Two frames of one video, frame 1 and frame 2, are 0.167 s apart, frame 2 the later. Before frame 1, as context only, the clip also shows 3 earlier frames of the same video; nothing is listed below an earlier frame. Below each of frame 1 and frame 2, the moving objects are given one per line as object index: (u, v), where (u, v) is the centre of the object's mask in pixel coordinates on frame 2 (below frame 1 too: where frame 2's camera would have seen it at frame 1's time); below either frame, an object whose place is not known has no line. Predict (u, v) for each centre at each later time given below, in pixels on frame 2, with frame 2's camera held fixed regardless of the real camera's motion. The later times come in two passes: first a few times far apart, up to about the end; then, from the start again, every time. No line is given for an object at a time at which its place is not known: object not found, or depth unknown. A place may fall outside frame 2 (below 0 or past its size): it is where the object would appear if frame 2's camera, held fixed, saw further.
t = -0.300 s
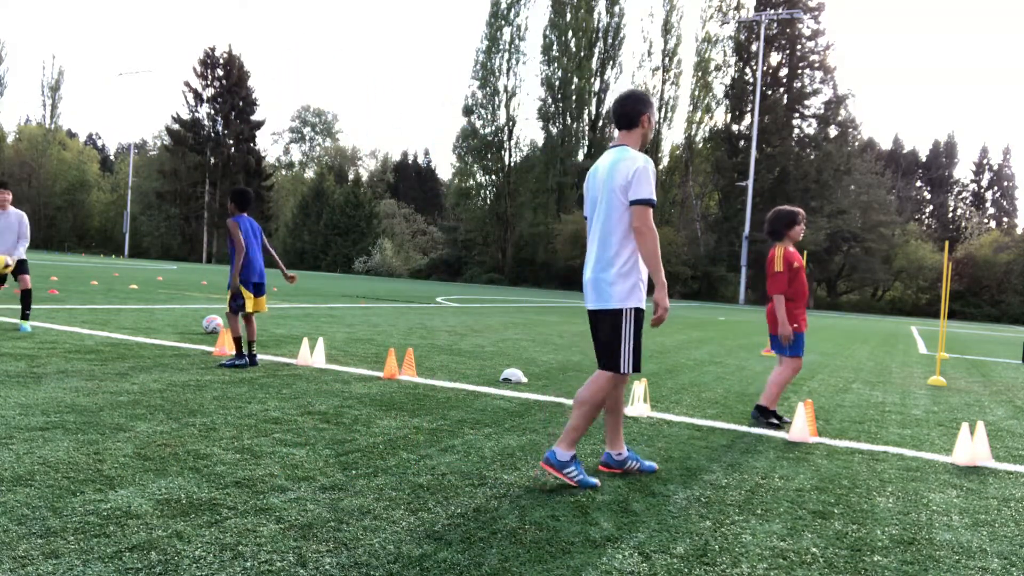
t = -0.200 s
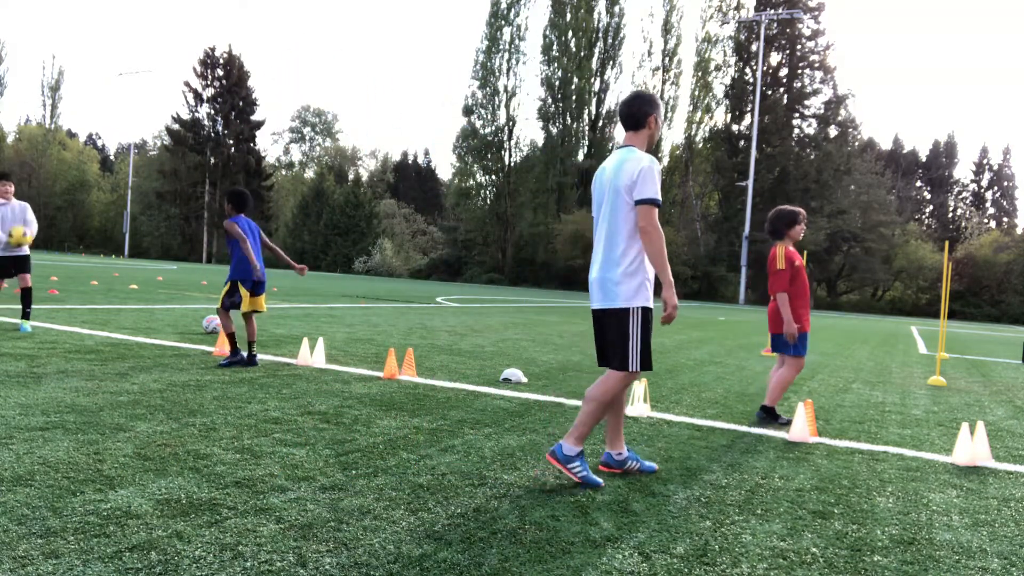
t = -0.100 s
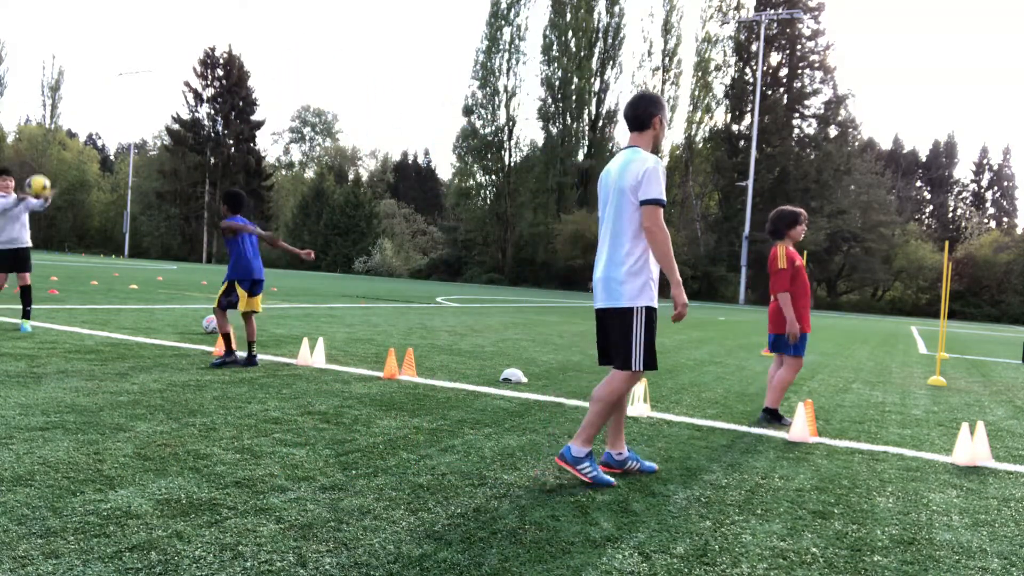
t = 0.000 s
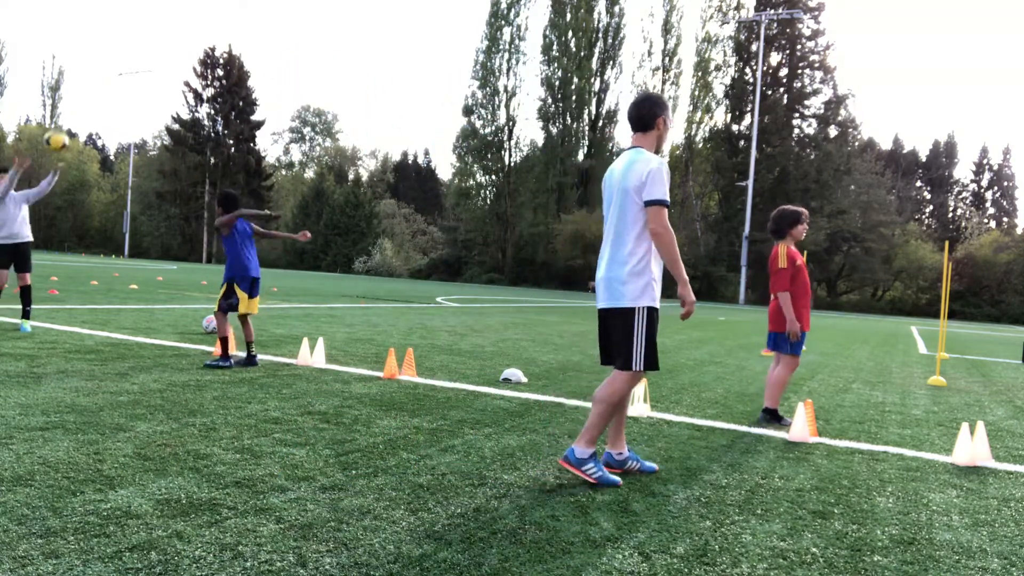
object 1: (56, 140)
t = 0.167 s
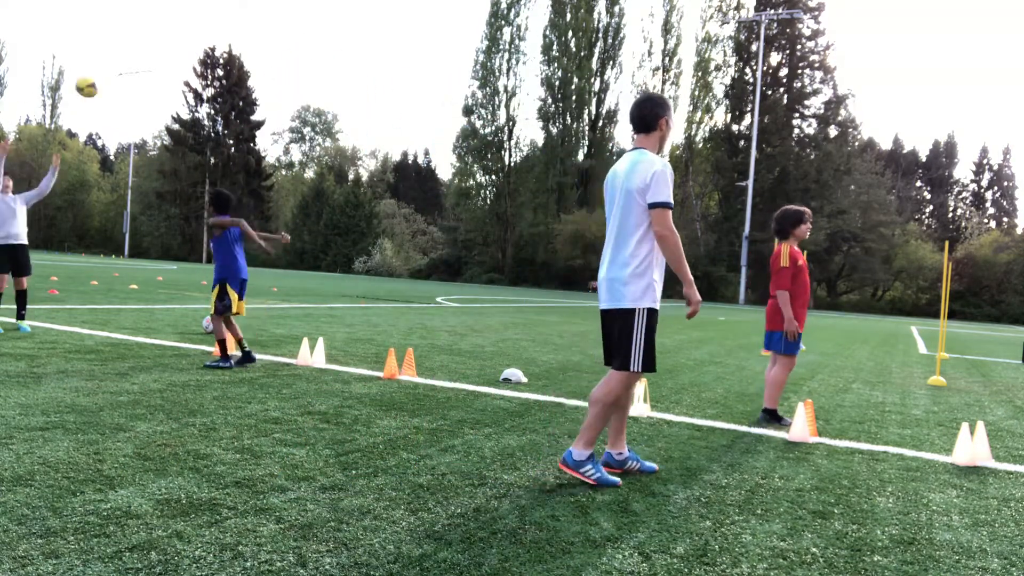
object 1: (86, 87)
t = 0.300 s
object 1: (111, 64)
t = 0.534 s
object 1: (155, 70)
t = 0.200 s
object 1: (92, 80)
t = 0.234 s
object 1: (98, 73)
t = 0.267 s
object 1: (105, 67)
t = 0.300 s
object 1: (111, 64)
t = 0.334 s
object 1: (118, 61)
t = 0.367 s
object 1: (124, 60)
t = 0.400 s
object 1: (130, 59)
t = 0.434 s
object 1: (136, 60)
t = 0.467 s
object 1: (142, 62)
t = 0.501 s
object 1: (148, 65)
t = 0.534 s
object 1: (155, 70)
